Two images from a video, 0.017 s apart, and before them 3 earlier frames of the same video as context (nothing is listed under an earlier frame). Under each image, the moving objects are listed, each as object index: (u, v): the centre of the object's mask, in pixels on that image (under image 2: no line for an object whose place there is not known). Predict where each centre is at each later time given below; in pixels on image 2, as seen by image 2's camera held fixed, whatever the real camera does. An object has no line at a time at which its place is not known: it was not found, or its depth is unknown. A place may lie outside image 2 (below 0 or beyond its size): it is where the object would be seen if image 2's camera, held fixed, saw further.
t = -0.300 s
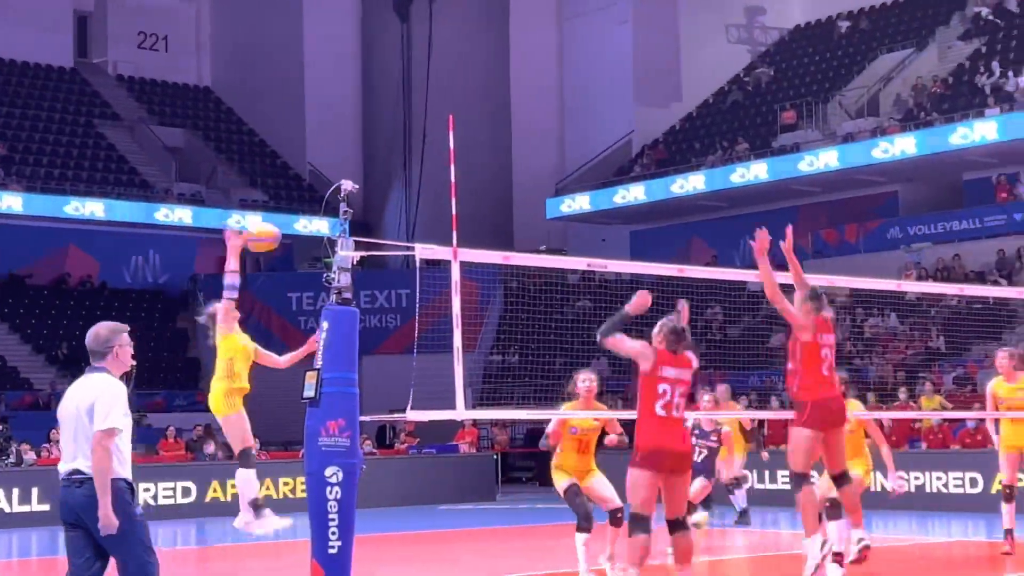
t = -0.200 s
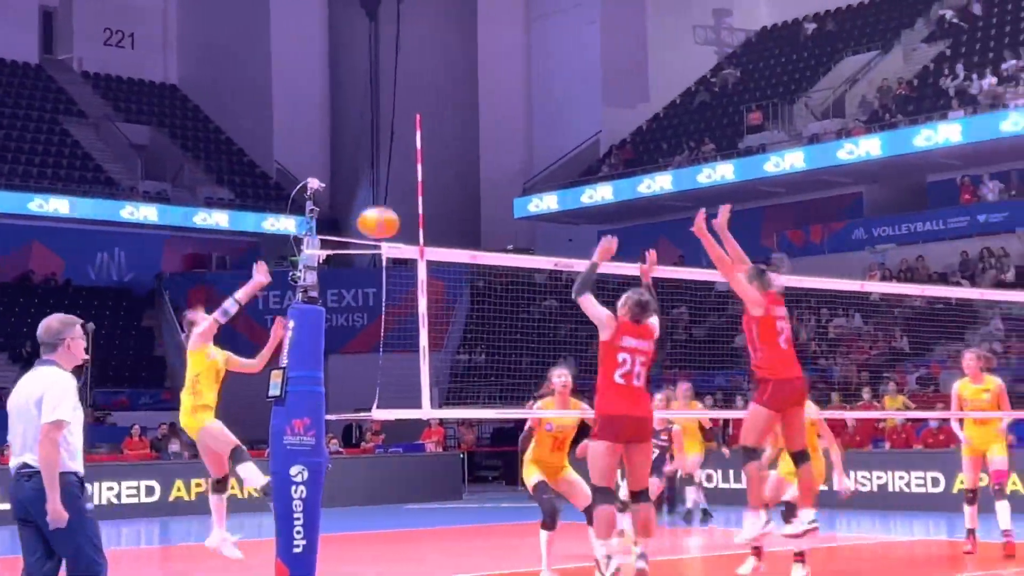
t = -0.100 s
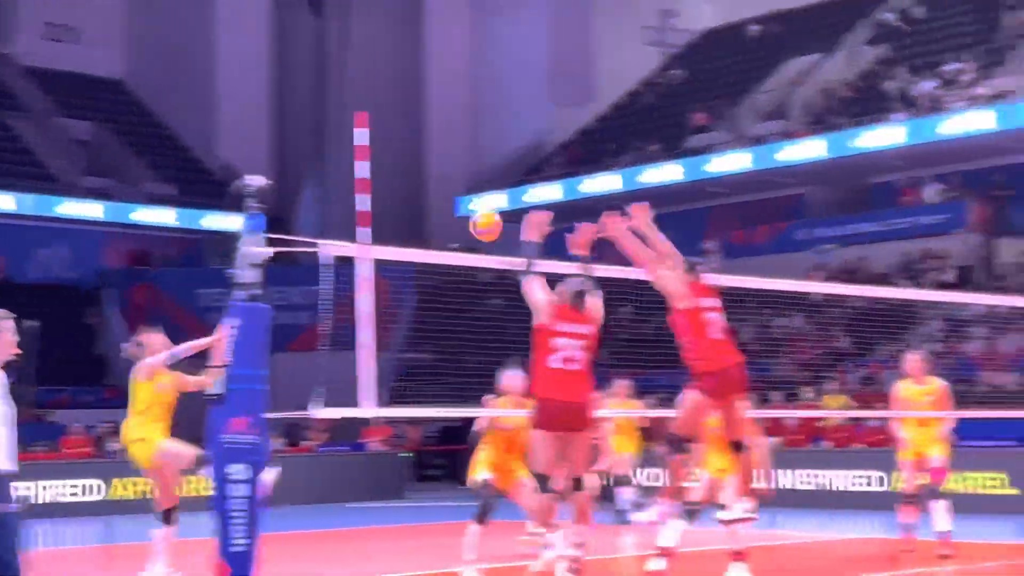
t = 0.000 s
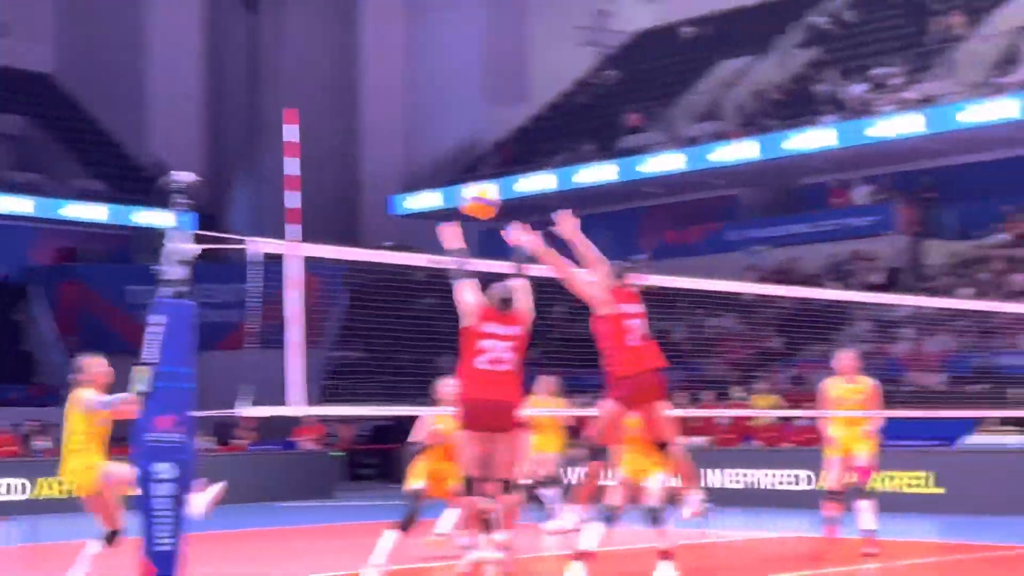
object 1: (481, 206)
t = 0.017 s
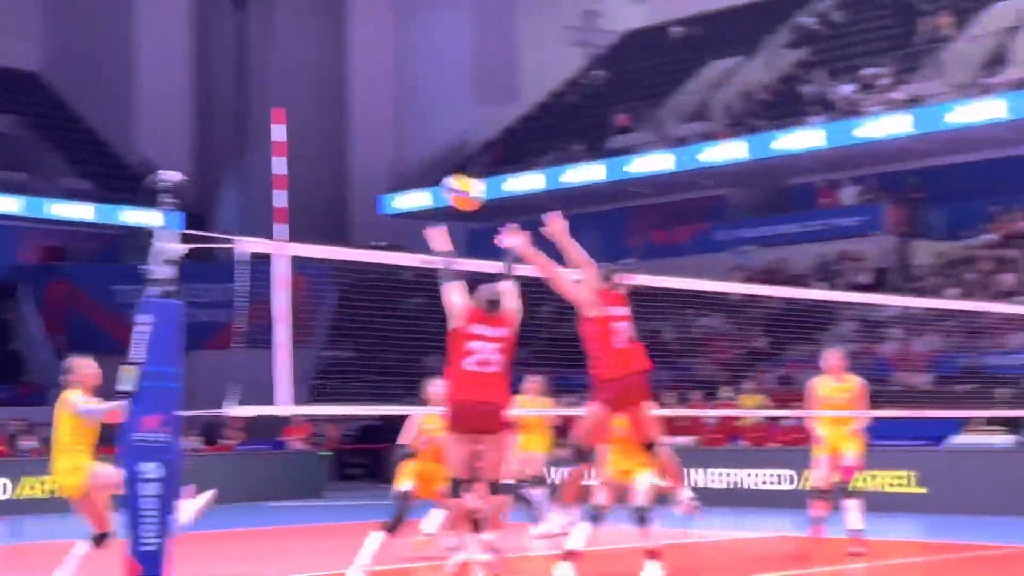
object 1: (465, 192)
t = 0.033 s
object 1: (458, 182)
